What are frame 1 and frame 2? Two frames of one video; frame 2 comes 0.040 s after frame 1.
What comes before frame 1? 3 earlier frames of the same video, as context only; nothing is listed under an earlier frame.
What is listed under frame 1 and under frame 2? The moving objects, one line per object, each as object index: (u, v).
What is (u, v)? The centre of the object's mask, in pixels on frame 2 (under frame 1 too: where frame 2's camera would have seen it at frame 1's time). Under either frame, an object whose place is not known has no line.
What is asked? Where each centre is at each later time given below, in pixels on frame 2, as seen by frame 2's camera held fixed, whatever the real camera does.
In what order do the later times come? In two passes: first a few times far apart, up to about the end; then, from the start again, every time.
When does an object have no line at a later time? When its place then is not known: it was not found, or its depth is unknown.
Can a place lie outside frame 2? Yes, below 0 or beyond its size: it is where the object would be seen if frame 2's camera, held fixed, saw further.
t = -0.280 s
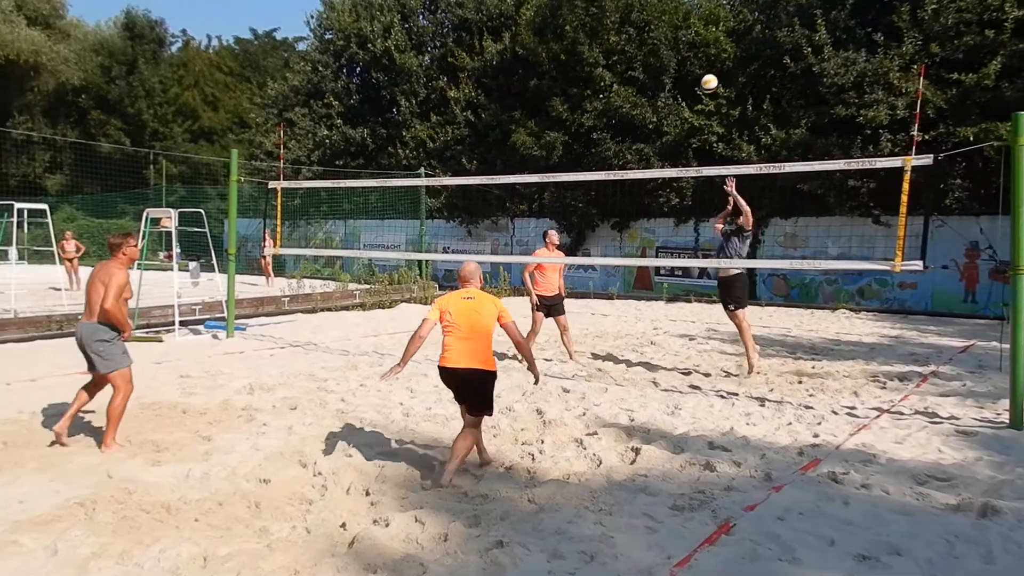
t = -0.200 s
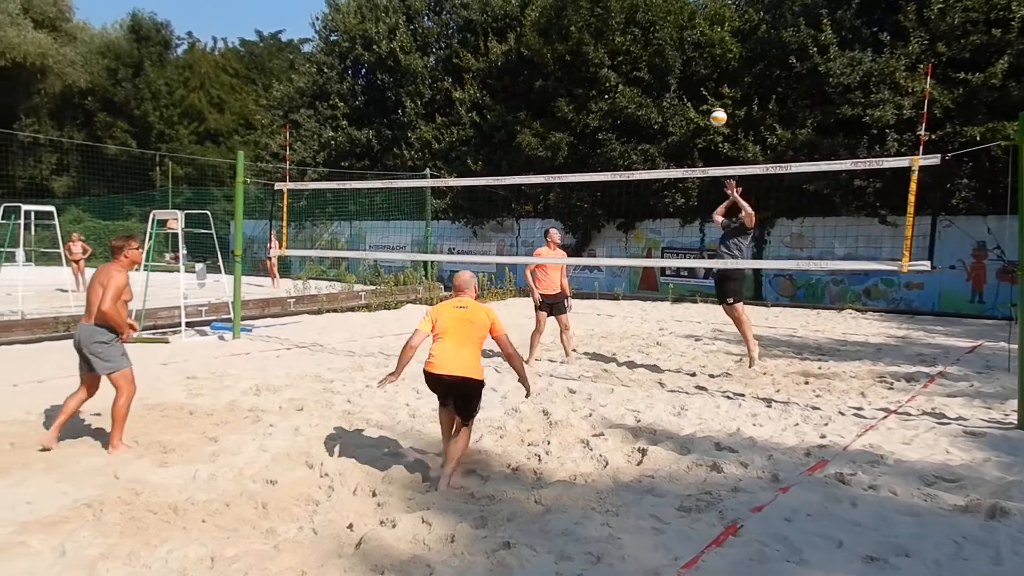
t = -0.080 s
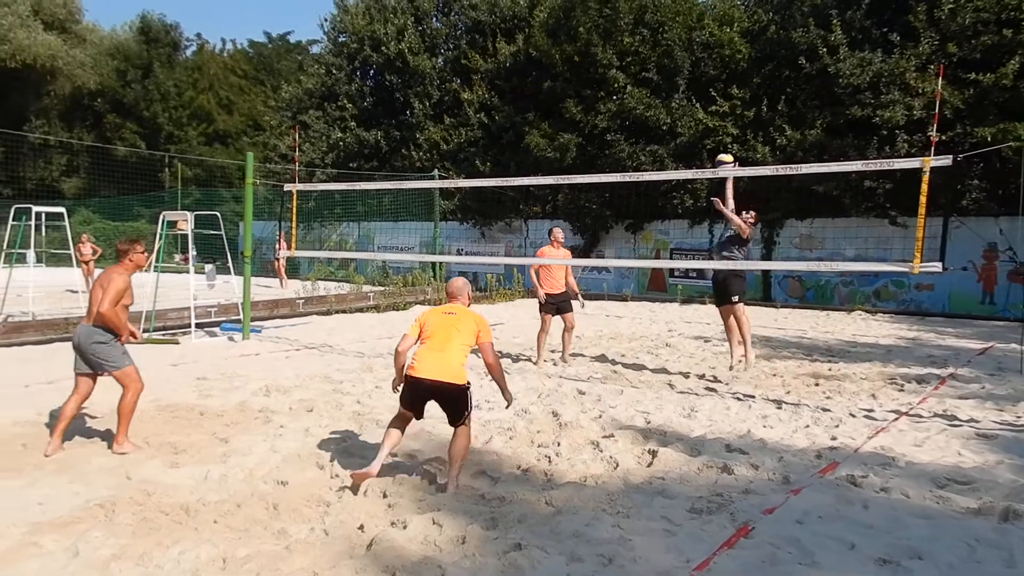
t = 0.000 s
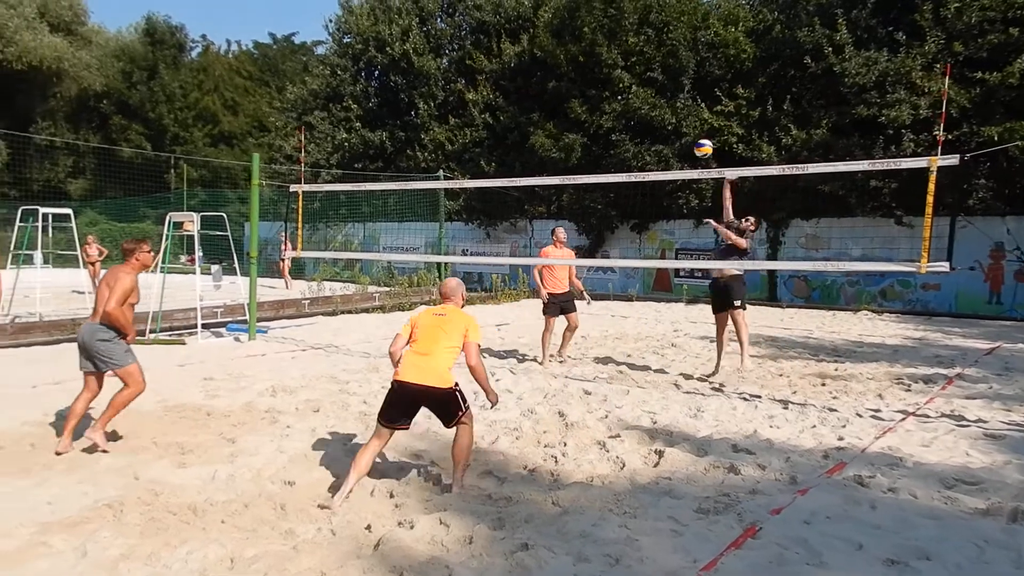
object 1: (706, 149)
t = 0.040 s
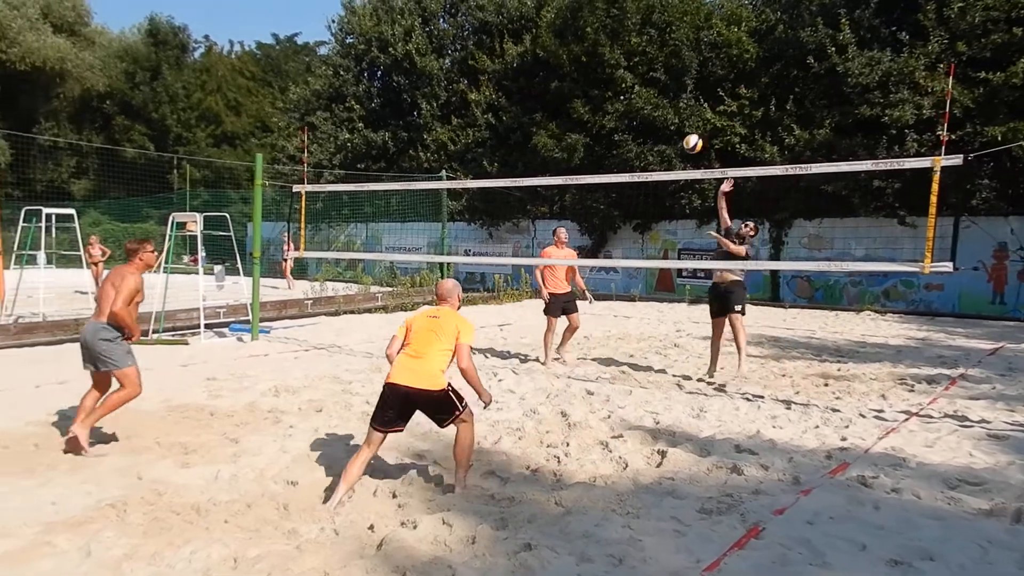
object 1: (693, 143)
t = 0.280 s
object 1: (605, 144)
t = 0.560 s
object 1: (488, 219)
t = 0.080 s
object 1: (679, 140)
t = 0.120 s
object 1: (665, 138)
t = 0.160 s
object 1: (650, 137)
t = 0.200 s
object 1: (635, 138)
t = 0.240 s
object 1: (620, 140)
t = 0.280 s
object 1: (605, 144)
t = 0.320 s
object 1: (589, 149)
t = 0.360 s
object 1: (574, 156)
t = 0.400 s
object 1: (557, 165)
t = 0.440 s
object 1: (538, 176)
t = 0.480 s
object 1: (524, 189)
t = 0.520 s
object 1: (505, 203)
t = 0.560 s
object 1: (488, 219)
